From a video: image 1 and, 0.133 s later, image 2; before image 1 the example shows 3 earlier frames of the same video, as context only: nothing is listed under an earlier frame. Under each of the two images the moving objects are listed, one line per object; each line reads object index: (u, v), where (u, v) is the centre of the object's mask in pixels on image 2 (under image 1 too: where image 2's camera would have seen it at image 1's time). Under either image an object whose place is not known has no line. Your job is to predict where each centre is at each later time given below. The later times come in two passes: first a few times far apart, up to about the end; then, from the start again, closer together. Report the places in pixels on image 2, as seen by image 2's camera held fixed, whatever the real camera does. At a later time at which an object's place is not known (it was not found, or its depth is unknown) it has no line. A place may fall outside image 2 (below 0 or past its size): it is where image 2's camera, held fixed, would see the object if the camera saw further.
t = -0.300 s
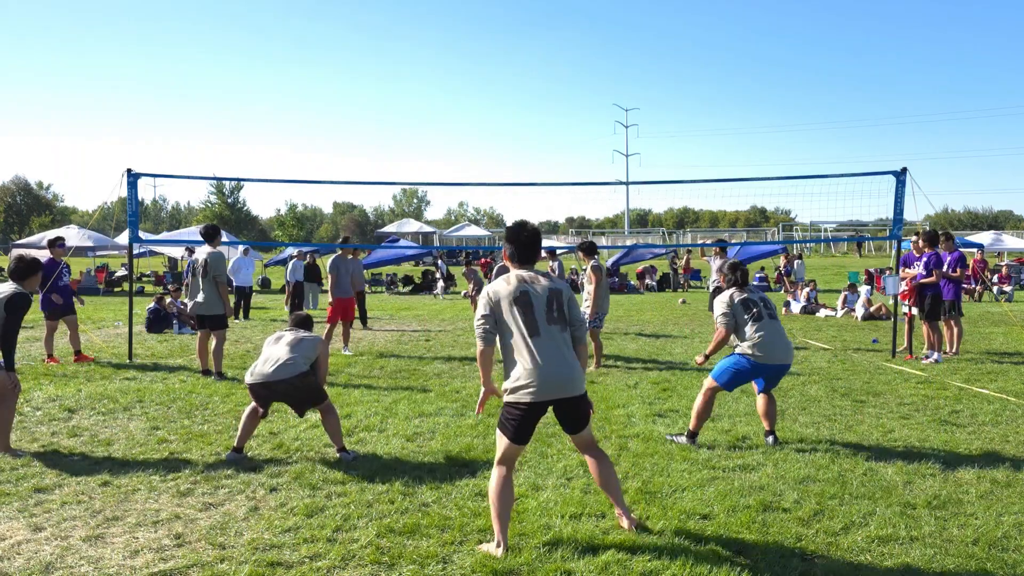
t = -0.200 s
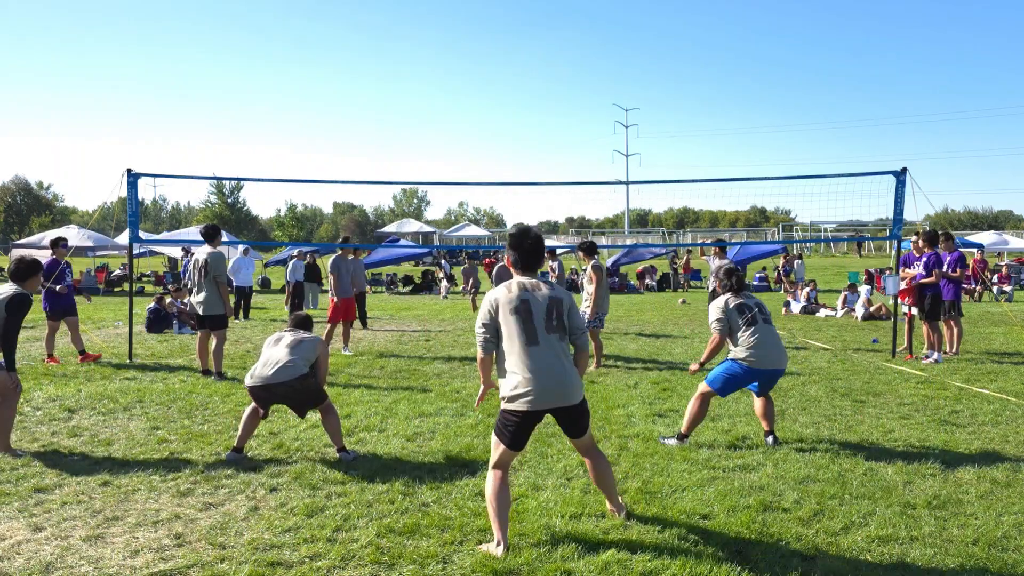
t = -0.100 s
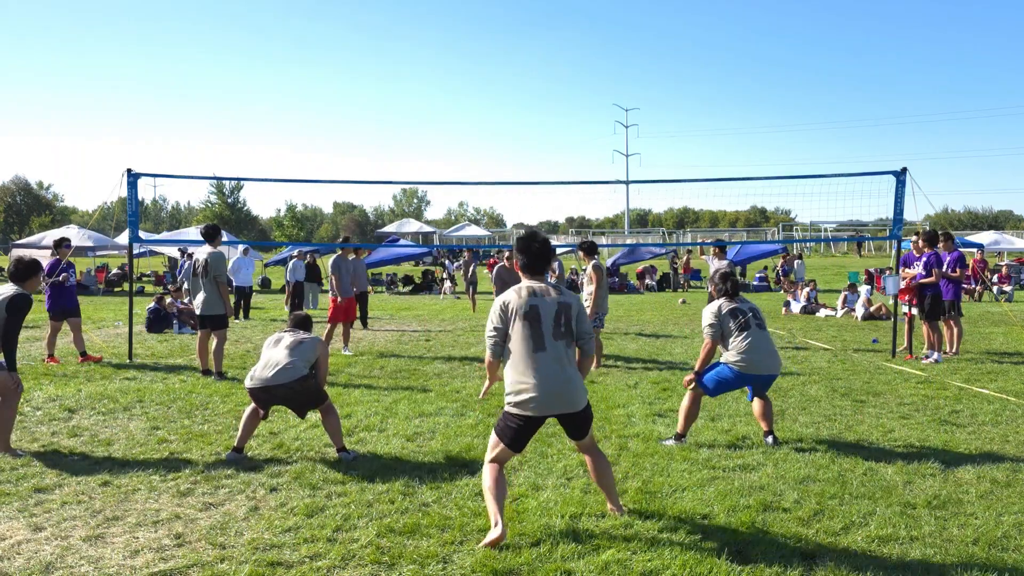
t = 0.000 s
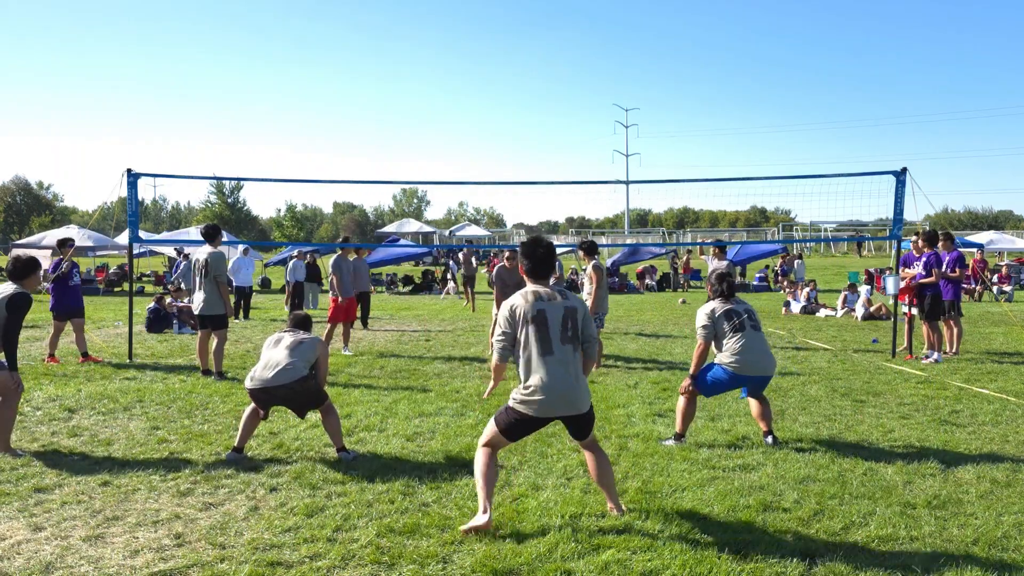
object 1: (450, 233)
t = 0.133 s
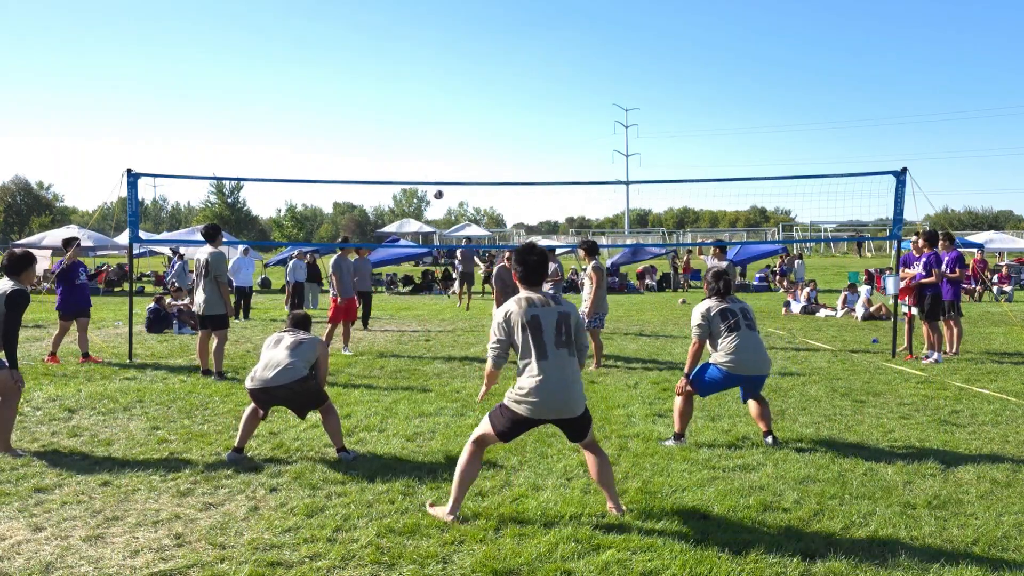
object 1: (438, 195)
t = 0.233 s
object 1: (427, 168)
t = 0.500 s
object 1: (382, 117)
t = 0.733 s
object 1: (323, 105)
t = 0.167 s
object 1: (435, 186)
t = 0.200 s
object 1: (431, 176)
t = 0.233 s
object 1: (427, 168)
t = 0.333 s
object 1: (412, 145)
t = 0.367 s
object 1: (407, 138)
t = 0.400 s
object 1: (401, 132)
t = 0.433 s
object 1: (395, 126)
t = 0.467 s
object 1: (388, 121)
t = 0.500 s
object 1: (382, 117)
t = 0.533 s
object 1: (374, 112)
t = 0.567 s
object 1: (367, 109)
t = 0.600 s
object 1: (359, 107)
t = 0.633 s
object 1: (351, 105)
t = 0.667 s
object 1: (342, 104)
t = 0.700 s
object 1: (333, 104)
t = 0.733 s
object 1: (323, 105)
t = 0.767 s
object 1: (314, 107)
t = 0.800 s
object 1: (303, 110)
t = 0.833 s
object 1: (292, 114)
